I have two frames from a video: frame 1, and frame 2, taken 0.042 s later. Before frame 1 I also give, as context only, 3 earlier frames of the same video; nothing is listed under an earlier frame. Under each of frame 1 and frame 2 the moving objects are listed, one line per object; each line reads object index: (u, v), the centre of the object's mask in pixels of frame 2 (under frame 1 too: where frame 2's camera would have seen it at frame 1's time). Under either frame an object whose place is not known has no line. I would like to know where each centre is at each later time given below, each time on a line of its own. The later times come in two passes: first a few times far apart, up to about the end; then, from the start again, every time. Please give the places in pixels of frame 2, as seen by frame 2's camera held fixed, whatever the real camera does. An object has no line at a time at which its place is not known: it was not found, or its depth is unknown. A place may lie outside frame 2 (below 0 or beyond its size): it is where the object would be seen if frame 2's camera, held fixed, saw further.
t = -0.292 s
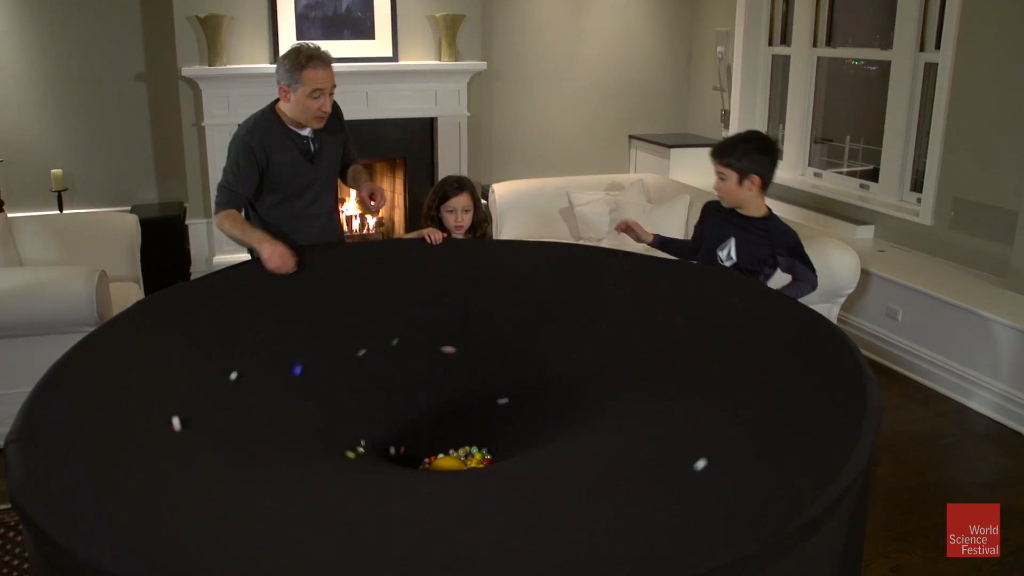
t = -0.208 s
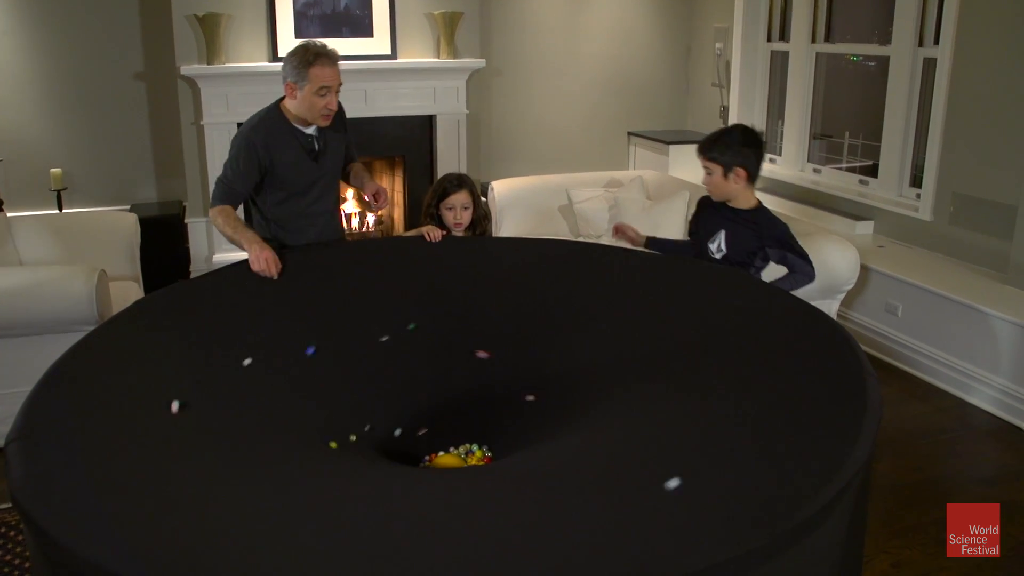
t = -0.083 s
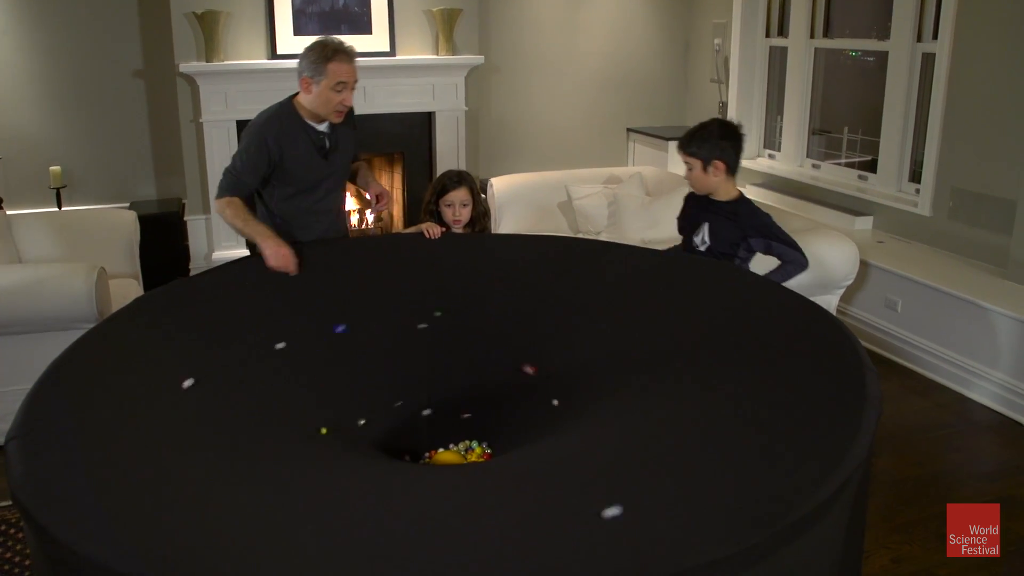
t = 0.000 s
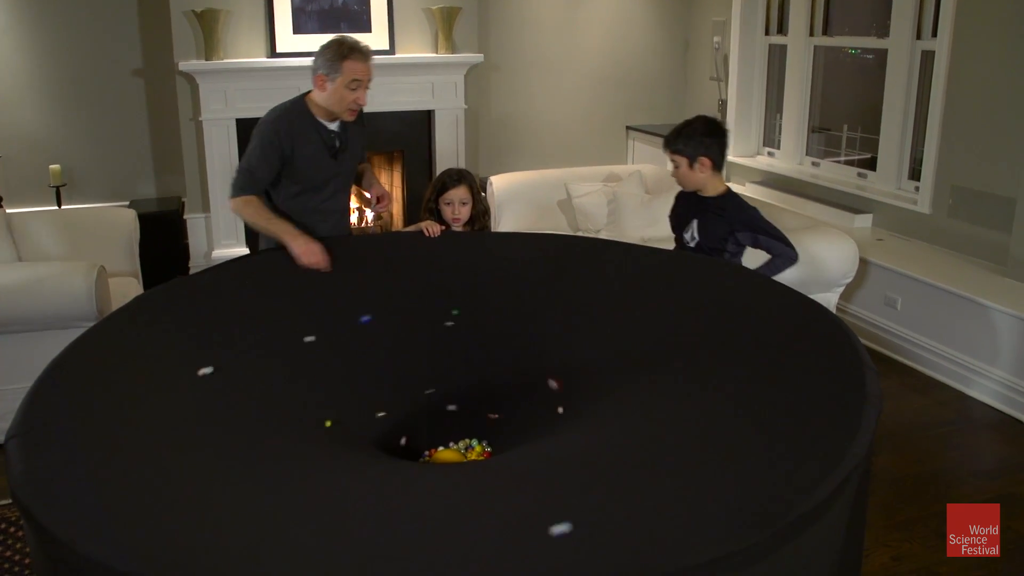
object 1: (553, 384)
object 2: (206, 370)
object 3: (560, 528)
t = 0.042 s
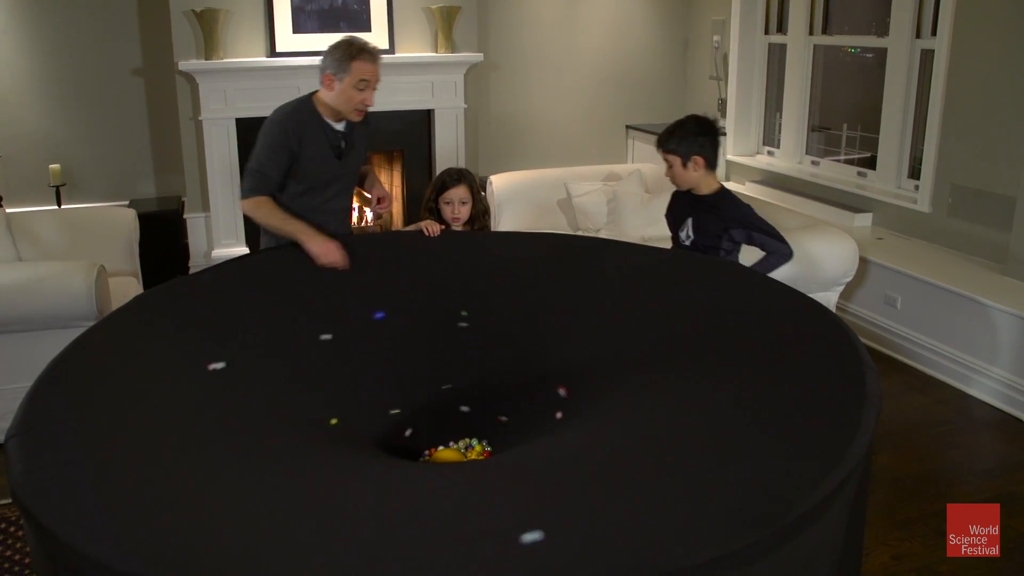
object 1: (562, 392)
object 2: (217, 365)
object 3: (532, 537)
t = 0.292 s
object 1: (558, 436)
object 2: (313, 353)
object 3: (335, 569)
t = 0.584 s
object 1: (453, 467)
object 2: (479, 357)
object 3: (132, 548)
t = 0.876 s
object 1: (334, 456)
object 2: (623, 368)
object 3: (17, 506)
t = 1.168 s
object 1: (297, 422)
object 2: (650, 423)
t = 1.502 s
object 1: (382, 399)
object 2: (551, 487)
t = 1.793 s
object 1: (521, 405)
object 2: (387, 508)
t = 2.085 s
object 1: (566, 424)
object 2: (248, 483)
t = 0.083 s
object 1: (568, 400)
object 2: (230, 362)
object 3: (502, 545)
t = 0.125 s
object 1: (572, 408)
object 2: (243, 359)
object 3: (470, 552)
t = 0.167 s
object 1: (573, 416)
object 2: (259, 356)
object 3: (437, 559)
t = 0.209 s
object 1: (570, 423)
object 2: (275, 354)
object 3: (403, 563)
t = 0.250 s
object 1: (565, 430)
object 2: (294, 353)
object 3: (369, 567)
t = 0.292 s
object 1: (558, 436)
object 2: (313, 353)
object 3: (335, 569)
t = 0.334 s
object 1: (548, 442)
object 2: (335, 353)
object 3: (302, 570)
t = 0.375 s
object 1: (536, 448)
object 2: (357, 353)
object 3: (270, 569)
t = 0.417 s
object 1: (521, 453)
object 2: (380, 354)
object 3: (239, 566)
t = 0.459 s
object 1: (506, 457)
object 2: (404, 355)
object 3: (209, 563)
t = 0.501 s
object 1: (490, 461)
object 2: (429, 356)
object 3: (181, 559)
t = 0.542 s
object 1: (472, 465)
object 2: (454, 356)
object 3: (155, 554)
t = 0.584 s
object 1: (453, 467)
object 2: (479, 357)
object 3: (132, 548)
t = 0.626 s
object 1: (434, 467)
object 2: (503, 358)
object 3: (110, 542)
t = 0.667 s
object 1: (415, 467)
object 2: (526, 359)
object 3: (91, 535)
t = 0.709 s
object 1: (397, 466)
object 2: (549, 360)
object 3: (74, 528)
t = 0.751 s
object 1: (379, 465)
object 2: (569, 362)
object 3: (60, 521)
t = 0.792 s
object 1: (363, 463)
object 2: (589, 364)
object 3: (46, 514)
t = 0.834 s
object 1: (347, 460)
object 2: (607, 366)
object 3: (32, 509)
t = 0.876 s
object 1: (334, 456)
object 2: (623, 368)
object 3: (17, 506)
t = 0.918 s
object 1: (323, 451)
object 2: (637, 371)
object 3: (7, 509)
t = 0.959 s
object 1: (313, 447)
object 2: (649, 377)
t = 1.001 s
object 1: (305, 441)
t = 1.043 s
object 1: (300, 436)
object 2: (679, 383)
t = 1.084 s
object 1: (297, 431)
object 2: (653, 406)
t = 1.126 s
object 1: (296, 426)
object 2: (653, 414)
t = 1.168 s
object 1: (297, 422)
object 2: (650, 423)
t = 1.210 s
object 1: (300, 417)
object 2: (644, 431)
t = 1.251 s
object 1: (305, 413)
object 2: (637, 440)
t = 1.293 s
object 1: (313, 409)
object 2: (628, 448)
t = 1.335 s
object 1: (323, 405)
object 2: (616, 457)
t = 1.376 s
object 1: (334, 403)
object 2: (602, 465)
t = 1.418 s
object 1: (350, 402)
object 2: (587, 473)
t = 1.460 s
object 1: (364, 401)
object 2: (569, 480)
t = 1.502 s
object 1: (382, 399)
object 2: (551, 487)
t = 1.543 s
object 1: (402, 400)
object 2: (530, 493)
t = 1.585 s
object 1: (421, 399)
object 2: (507, 498)
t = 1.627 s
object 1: (443, 400)
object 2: (484, 502)
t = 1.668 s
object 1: (464, 401)
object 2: (460, 505)
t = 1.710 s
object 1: (483, 403)
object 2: (436, 508)
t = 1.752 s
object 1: (503, 403)
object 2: (411, 509)
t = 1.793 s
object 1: (521, 405)
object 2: (387, 508)
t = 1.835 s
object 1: (536, 408)
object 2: (363, 508)
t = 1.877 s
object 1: (546, 409)
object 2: (341, 505)
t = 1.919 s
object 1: (555, 411)
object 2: (319, 502)
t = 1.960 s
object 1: (561, 414)
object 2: (298, 499)
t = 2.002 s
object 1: (565, 416)
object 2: (280, 494)
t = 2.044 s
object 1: (566, 420)
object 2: (263, 489)
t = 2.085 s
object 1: (566, 424)
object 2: (248, 483)
